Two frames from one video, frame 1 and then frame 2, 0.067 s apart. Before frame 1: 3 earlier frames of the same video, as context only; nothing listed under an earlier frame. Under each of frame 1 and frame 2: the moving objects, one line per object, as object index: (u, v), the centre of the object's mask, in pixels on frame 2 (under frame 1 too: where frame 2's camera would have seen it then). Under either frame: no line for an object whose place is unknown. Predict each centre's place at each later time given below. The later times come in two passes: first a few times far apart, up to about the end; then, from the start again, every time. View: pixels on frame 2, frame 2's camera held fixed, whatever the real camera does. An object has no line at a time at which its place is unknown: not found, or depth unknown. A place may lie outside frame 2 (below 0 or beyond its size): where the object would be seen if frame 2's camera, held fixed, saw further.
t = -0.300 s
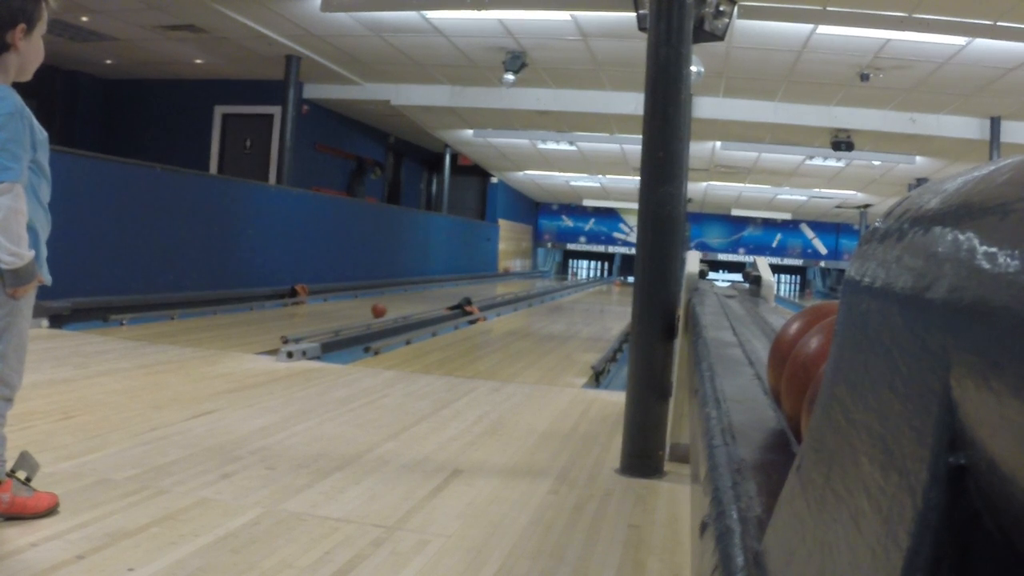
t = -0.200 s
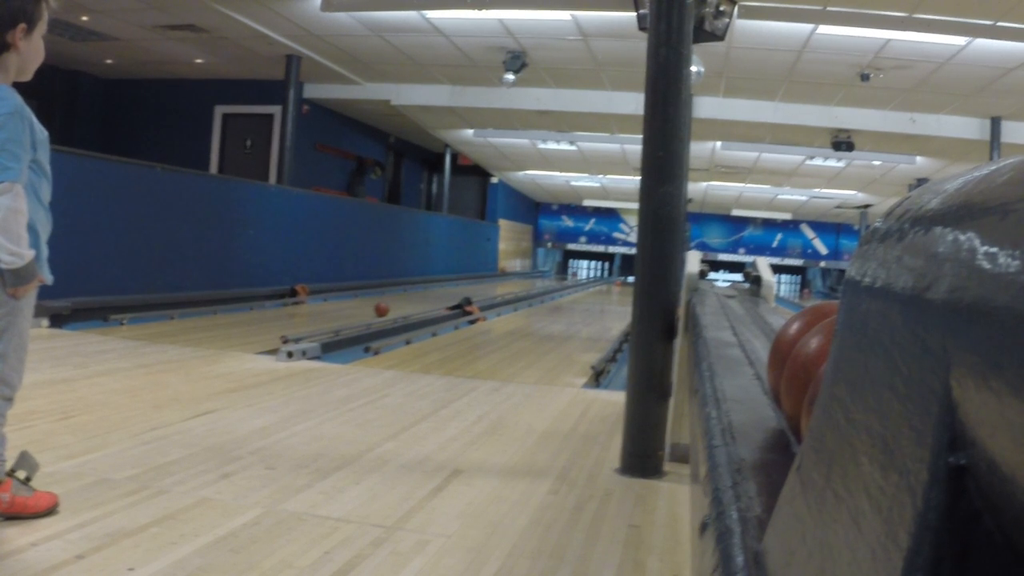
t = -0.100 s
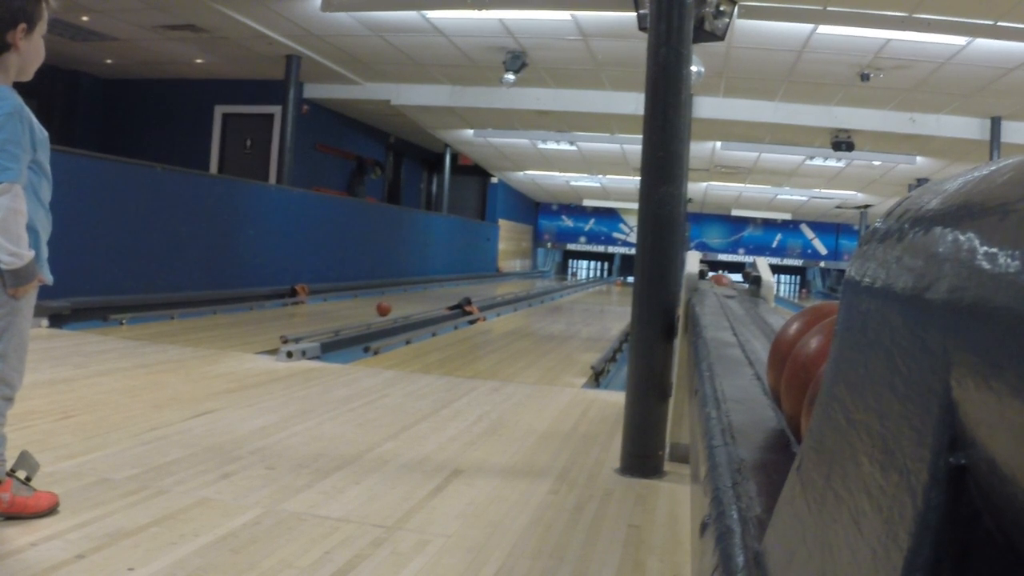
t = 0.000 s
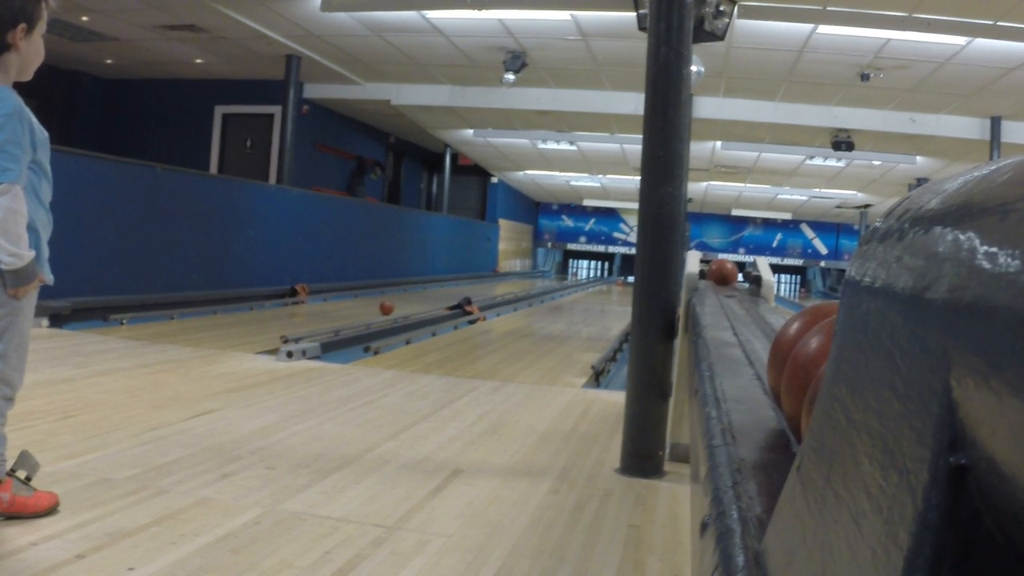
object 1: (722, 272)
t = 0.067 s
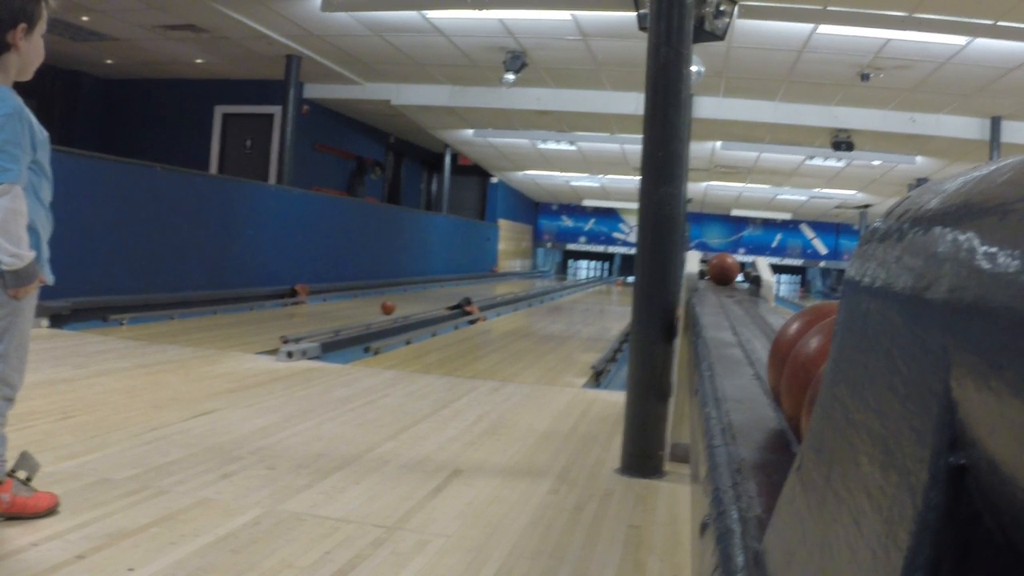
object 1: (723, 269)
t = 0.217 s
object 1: (725, 269)
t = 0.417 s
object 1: (721, 270)
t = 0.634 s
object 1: (728, 273)
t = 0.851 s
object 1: (732, 277)
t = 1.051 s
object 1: (734, 279)
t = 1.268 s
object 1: (737, 282)
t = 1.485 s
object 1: (741, 285)
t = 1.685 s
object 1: (744, 289)
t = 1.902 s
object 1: (750, 293)
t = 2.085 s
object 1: (754, 297)
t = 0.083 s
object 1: (724, 268)
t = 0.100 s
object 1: (724, 267)
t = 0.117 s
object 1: (724, 267)
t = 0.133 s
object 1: (724, 267)
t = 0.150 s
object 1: (724, 267)
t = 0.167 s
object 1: (724, 267)
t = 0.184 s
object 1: (724, 267)
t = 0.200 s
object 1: (725, 268)
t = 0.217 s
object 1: (725, 269)
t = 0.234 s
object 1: (725, 269)
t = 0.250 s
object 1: (725, 270)
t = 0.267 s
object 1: (725, 271)
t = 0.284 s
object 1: (725, 270)
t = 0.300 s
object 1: (725, 267)
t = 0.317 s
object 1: (726, 266)
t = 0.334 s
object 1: (727, 265)
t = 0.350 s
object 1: (727, 265)
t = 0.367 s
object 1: (726, 266)
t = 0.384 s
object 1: (724, 266)
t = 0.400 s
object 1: (723, 268)
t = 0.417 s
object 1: (721, 270)
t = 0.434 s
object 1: (720, 270)
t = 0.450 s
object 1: (721, 270)
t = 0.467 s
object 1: (723, 270)
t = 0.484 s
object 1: (726, 271)
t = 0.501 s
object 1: (727, 272)
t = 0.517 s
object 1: (728, 272)
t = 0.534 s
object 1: (730, 272)
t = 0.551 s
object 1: (732, 273)
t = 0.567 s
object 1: (732, 273)
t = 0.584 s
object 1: (731, 273)
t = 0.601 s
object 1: (730, 273)
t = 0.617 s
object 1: (729, 273)
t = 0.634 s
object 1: (728, 273)
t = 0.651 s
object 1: (727, 273)
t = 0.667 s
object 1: (727, 273)
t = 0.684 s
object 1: (727, 273)
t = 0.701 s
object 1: (727, 274)
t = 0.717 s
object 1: (727, 274)
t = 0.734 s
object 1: (728, 275)
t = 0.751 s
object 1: (729, 276)
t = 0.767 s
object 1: (730, 276)
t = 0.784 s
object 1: (731, 276)
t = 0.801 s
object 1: (732, 276)
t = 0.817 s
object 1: (732, 276)
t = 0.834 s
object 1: (732, 277)
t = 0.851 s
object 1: (732, 277)
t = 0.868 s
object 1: (732, 277)
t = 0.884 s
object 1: (733, 277)
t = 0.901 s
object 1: (733, 277)
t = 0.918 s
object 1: (733, 277)
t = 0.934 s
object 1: (733, 278)
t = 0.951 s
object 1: (733, 278)
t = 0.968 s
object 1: (733, 278)
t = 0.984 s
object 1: (734, 279)
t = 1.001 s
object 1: (734, 279)
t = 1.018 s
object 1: (734, 279)
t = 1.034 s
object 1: (734, 279)
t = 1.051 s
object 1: (734, 279)
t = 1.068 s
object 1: (735, 279)
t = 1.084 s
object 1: (735, 280)
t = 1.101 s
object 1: (735, 280)
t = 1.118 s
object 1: (735, 280)
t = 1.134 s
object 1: (736, 280)
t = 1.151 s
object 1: (736, 280)
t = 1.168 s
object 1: (736, 281)
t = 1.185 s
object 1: (737, 281)
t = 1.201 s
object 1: (737, 281)
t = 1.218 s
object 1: (737, 281)
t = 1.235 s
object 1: (737, 281)
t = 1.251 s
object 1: (737, 282)
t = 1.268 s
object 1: (737, 282)
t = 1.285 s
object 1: (738, 282)
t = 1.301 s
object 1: (738, 282)
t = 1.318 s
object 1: (738, 282)
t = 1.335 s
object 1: (739, 283)
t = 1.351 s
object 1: (739, 283)
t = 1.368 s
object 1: (739, 283)
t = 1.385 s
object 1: (739, 283)
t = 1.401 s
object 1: (739, 284)
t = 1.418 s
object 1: (739, 284)
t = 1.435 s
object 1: (740, 285)
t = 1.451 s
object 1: (740, 285)
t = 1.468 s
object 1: (740, 285)
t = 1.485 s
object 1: (741, 285)
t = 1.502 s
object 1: (741, 286)
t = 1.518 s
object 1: (742, 286)
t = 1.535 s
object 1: (742, 286)
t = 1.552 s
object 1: (742, 286)
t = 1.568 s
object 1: (742, 287)
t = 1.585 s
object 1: (743, 287)
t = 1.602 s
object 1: (743, 287)
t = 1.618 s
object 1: (743, 287)
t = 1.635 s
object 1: (743, 288)
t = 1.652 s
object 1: (743, 288)
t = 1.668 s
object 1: (744, 288)
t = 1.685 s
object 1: (744, 289)
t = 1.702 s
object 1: (745, 289)
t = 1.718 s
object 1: (746, 289)
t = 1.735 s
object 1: (746, 290)
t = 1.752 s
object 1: (746, 290)
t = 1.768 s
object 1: (746, 290)
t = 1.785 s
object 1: (747, 290)
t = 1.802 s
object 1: (747, 291)
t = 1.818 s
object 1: (748, 291)
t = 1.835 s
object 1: (748, 291)
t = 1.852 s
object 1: (748, 292)
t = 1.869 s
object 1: (748, 292)
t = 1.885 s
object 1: (749, 293)
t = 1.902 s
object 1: (750, 293)
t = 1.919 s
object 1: (750, 294)
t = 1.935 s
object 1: (750, 294)
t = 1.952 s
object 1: (751, 294)
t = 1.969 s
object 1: (751, 295)
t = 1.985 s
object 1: (751, 295)
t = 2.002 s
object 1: (751, 295)
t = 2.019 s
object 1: (752, 296)
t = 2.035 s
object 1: (752, 296)
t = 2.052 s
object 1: (753, 297)
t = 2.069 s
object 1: (753, 297)
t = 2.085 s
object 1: (754, 297)
